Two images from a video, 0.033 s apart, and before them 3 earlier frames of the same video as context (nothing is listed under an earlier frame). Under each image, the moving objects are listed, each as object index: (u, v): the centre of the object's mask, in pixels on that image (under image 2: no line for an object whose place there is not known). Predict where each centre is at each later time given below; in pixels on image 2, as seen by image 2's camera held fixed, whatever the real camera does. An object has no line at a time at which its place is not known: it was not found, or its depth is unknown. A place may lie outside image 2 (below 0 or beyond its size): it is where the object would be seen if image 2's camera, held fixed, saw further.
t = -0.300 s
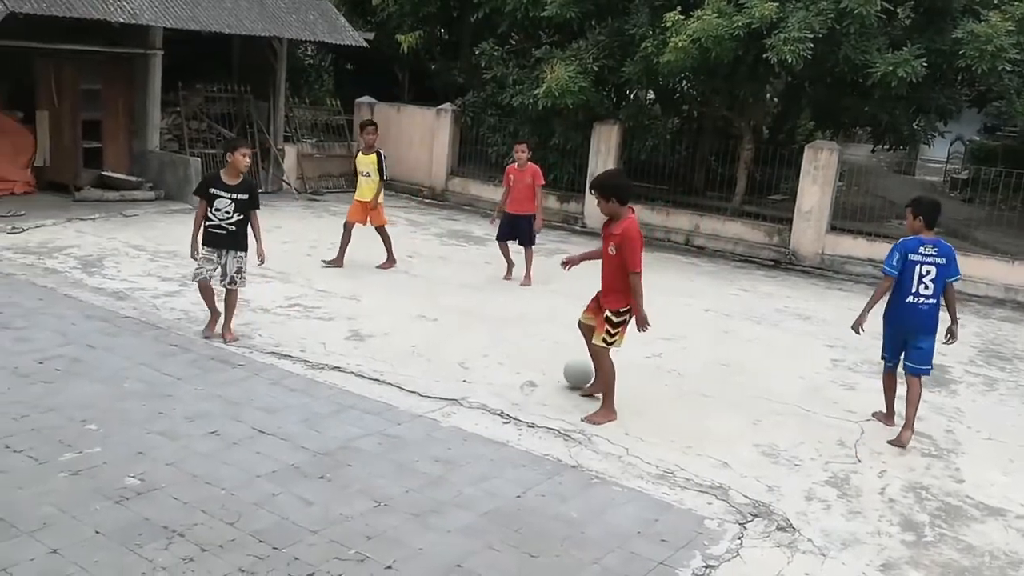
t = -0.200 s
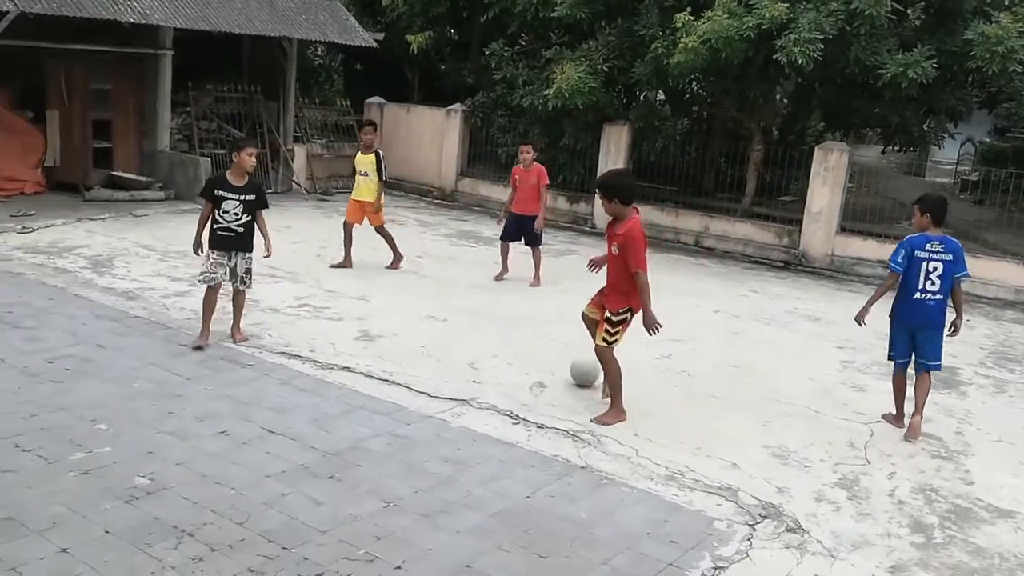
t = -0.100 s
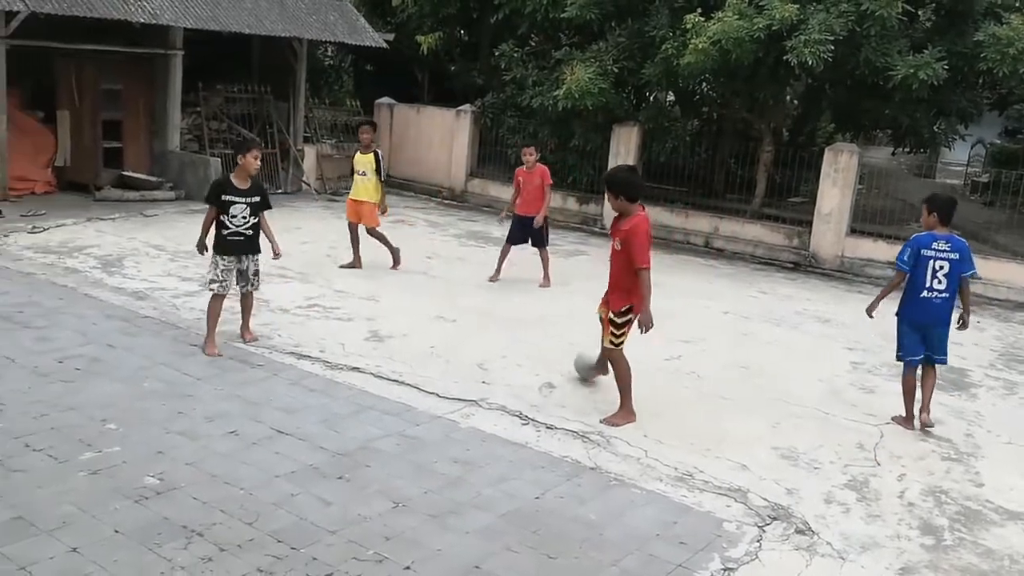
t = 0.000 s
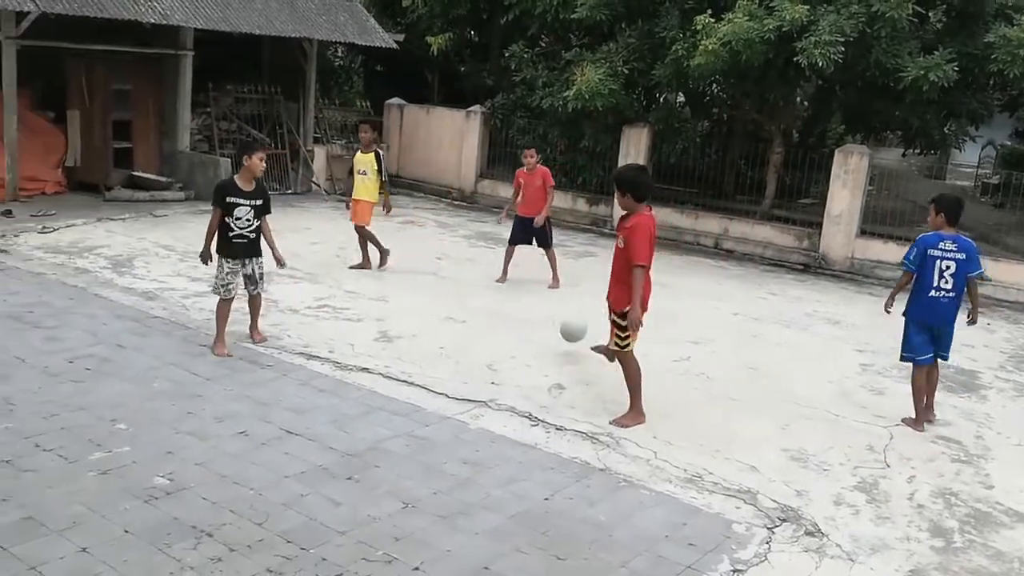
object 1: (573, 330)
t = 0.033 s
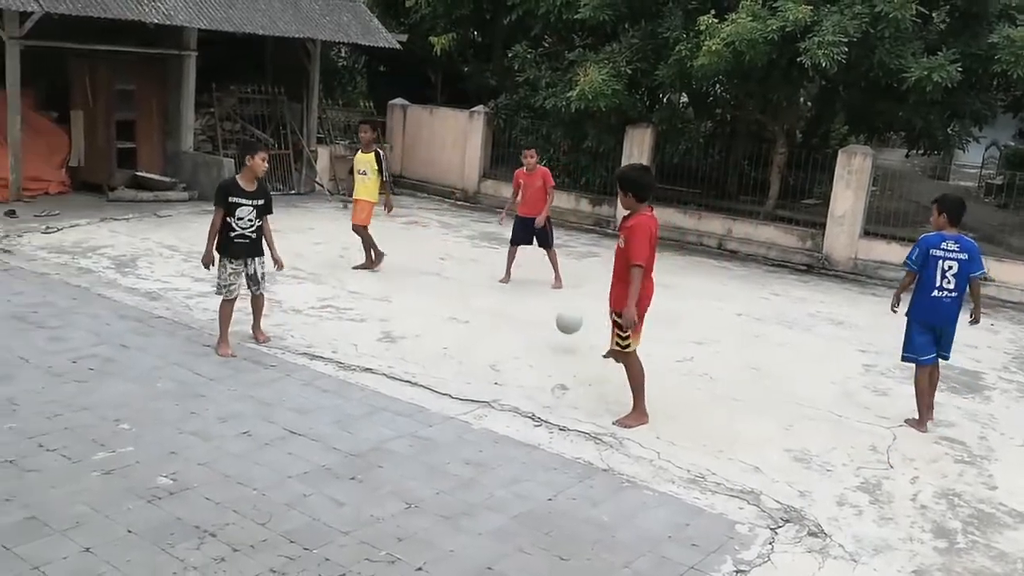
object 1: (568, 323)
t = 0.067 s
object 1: (562, 316)
